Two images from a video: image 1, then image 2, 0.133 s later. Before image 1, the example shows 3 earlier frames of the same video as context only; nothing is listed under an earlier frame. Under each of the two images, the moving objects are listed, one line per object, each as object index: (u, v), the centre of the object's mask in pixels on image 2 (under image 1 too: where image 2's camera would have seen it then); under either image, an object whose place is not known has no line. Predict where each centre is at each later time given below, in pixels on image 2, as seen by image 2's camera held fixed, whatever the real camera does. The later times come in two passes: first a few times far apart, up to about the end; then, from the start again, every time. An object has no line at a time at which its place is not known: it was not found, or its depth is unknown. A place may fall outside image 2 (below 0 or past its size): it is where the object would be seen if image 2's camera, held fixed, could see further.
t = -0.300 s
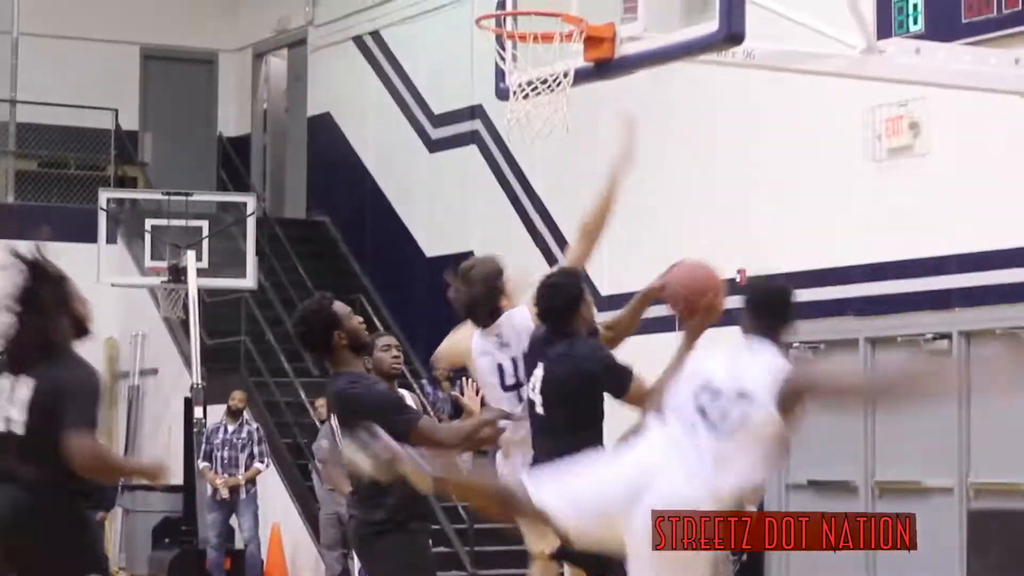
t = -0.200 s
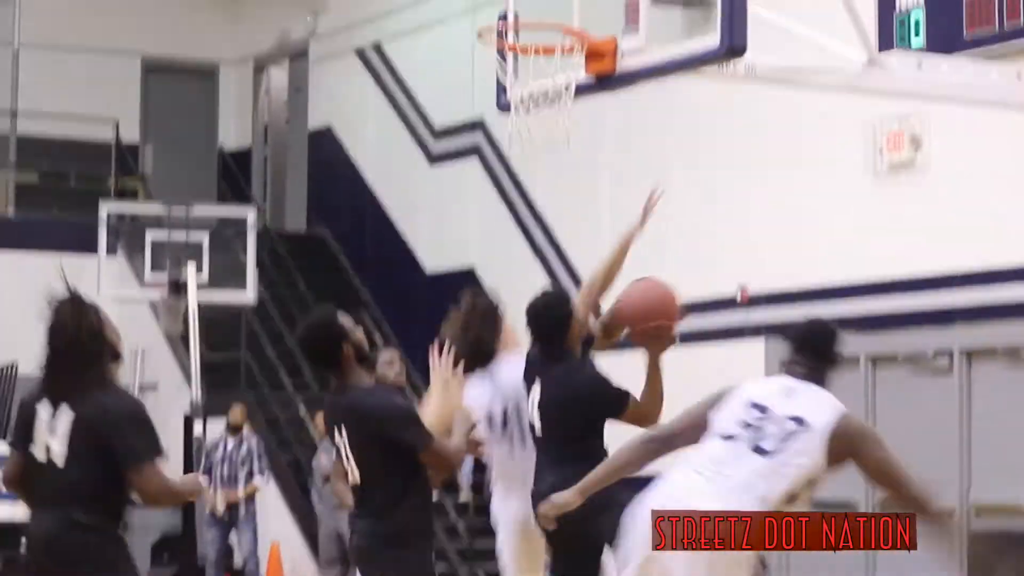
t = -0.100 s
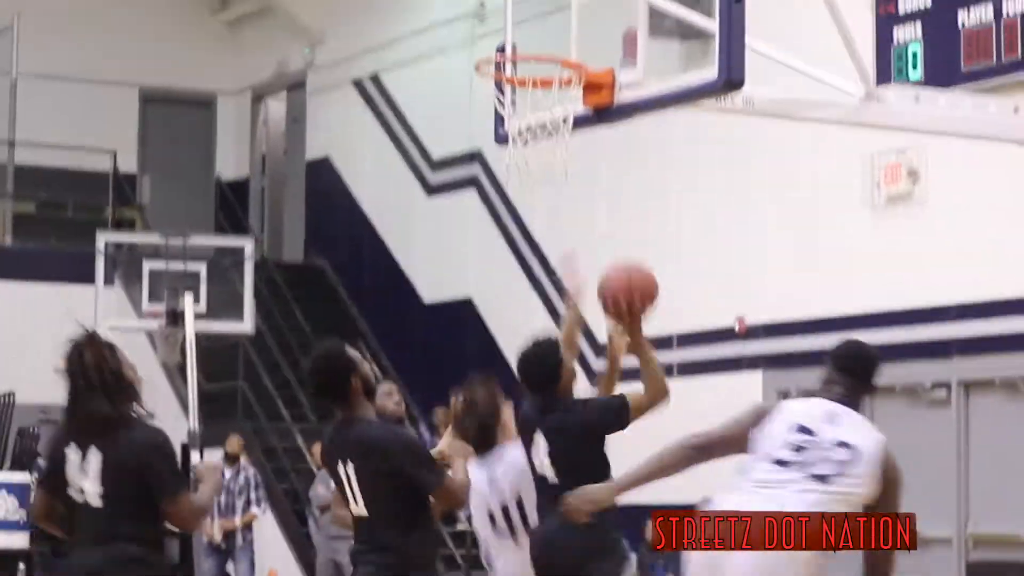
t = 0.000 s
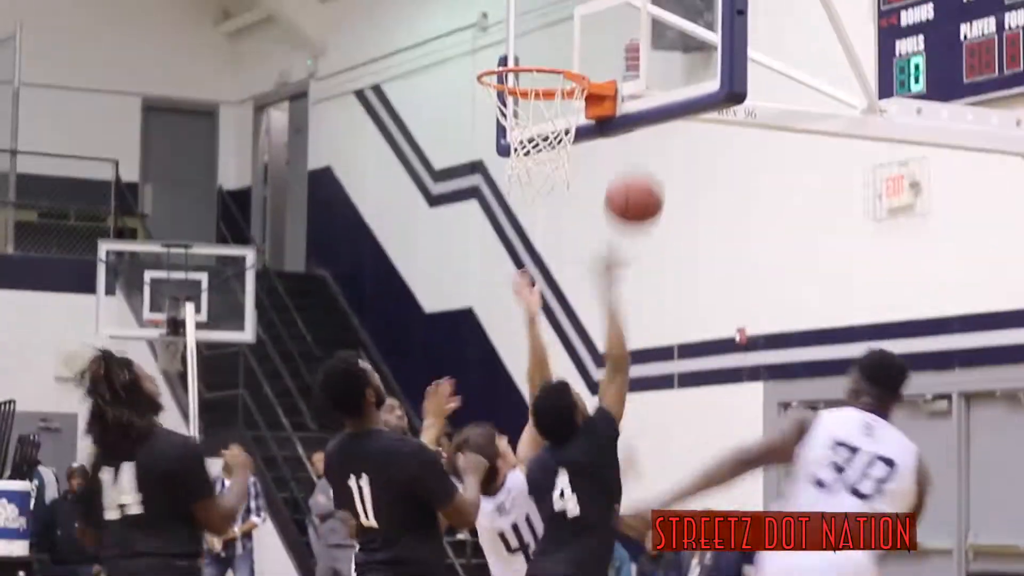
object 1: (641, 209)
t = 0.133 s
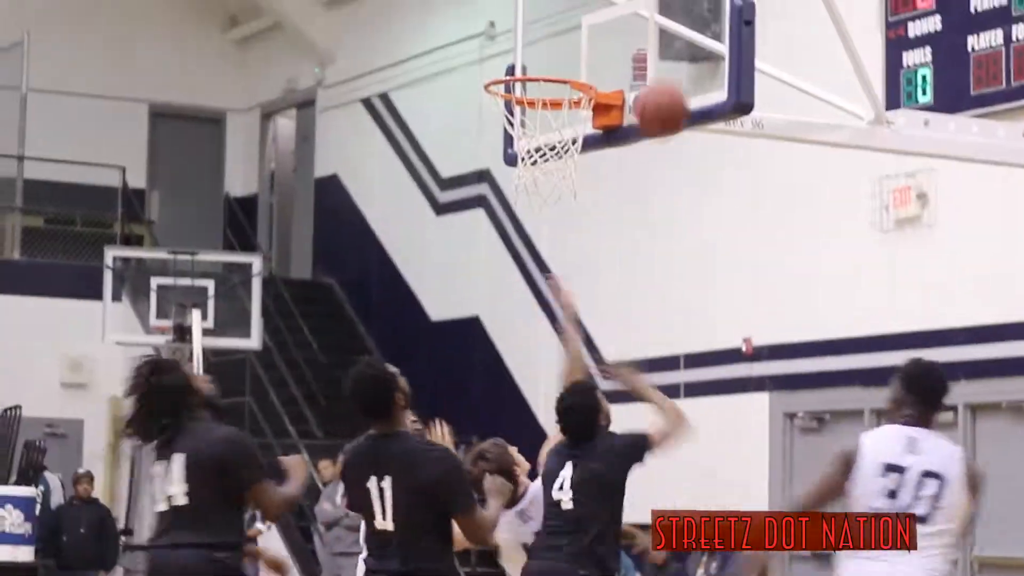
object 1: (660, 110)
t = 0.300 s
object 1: (608, 70)
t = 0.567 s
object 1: (563, 115)
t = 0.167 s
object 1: (665, 90)
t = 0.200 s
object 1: (656, 78)
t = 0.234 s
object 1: (641, 74)
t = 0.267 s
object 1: (625, 70)
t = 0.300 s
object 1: (608, 70)
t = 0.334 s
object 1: (592, 72)
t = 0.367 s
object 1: (584, 73)
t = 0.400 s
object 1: (581, 73)
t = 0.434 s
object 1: (578, 77)
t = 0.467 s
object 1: (574, 83)
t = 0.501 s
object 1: (570, 89)
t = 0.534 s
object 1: (566, 102)
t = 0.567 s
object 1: (563, 115)
